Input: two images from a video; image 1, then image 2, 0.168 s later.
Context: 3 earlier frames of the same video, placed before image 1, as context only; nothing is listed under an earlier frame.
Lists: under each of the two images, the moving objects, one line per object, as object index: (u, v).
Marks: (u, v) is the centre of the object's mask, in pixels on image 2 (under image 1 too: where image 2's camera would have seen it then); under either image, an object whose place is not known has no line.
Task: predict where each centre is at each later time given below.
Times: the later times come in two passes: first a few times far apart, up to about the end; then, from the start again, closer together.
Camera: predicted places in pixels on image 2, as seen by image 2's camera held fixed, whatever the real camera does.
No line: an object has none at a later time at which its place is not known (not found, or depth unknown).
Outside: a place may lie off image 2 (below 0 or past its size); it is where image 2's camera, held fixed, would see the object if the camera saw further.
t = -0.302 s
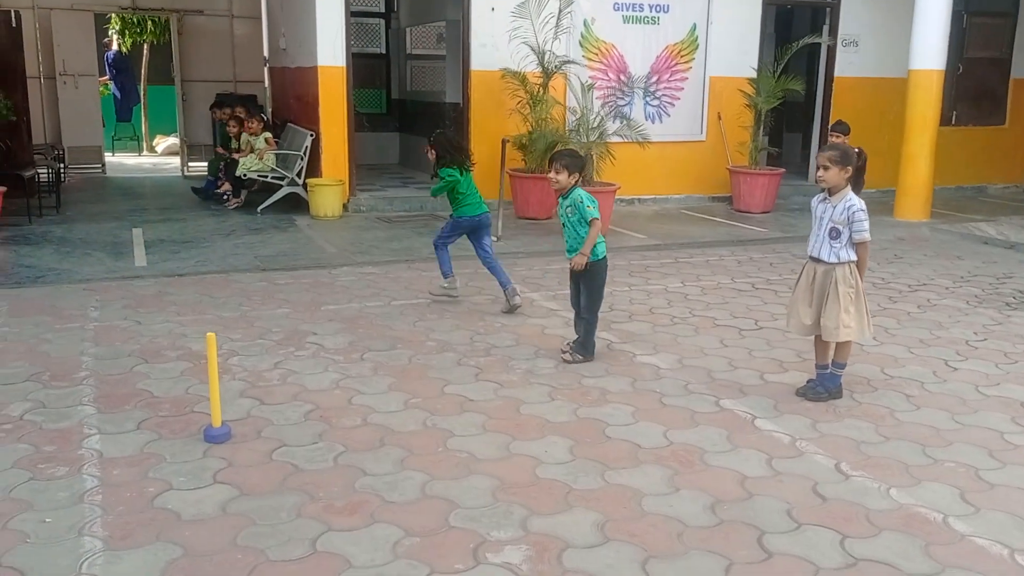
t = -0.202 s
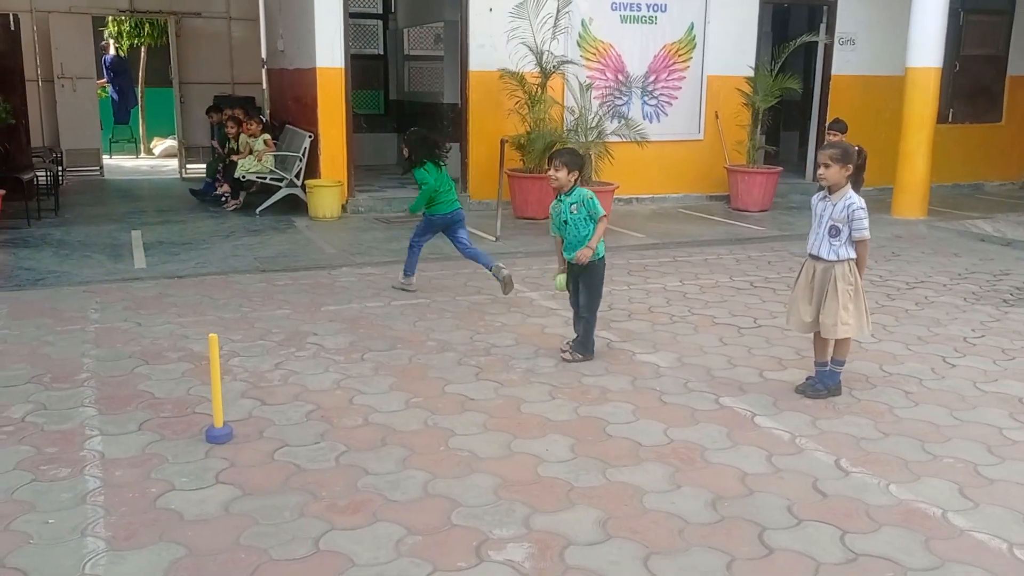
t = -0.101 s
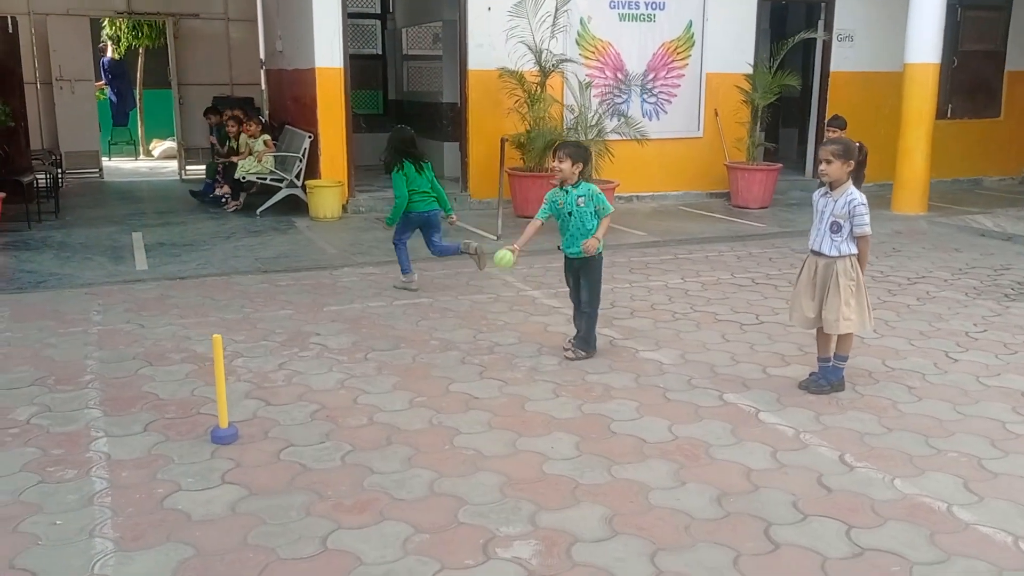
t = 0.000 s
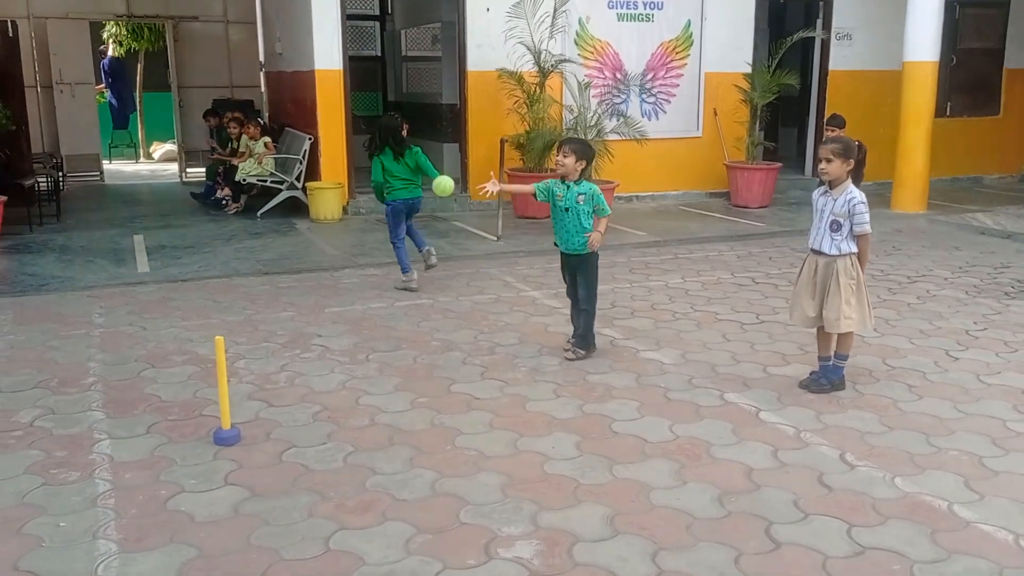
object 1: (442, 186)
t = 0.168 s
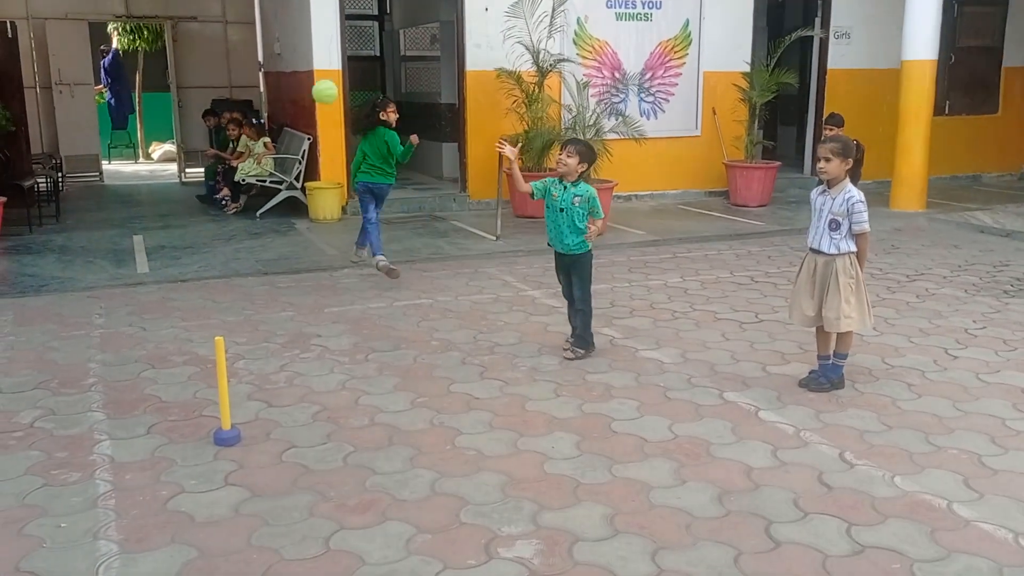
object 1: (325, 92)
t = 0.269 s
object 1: (244, 62)
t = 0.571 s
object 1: (-56, 150)
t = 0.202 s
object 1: (299, 80)
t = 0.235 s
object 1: (272, 70)
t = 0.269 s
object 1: (244, 62)
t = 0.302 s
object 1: (214, 58)
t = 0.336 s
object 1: (185, 56)
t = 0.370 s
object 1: (153, 58)
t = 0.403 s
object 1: (121, 63)
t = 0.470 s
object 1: (54, 84)
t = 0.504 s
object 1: (19, 102)
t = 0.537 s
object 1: (-19, 123)
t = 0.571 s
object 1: (-56, 150)
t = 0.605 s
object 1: (-94, 182)
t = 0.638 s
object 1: (-132, 219)
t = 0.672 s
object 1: (-171, 261)
